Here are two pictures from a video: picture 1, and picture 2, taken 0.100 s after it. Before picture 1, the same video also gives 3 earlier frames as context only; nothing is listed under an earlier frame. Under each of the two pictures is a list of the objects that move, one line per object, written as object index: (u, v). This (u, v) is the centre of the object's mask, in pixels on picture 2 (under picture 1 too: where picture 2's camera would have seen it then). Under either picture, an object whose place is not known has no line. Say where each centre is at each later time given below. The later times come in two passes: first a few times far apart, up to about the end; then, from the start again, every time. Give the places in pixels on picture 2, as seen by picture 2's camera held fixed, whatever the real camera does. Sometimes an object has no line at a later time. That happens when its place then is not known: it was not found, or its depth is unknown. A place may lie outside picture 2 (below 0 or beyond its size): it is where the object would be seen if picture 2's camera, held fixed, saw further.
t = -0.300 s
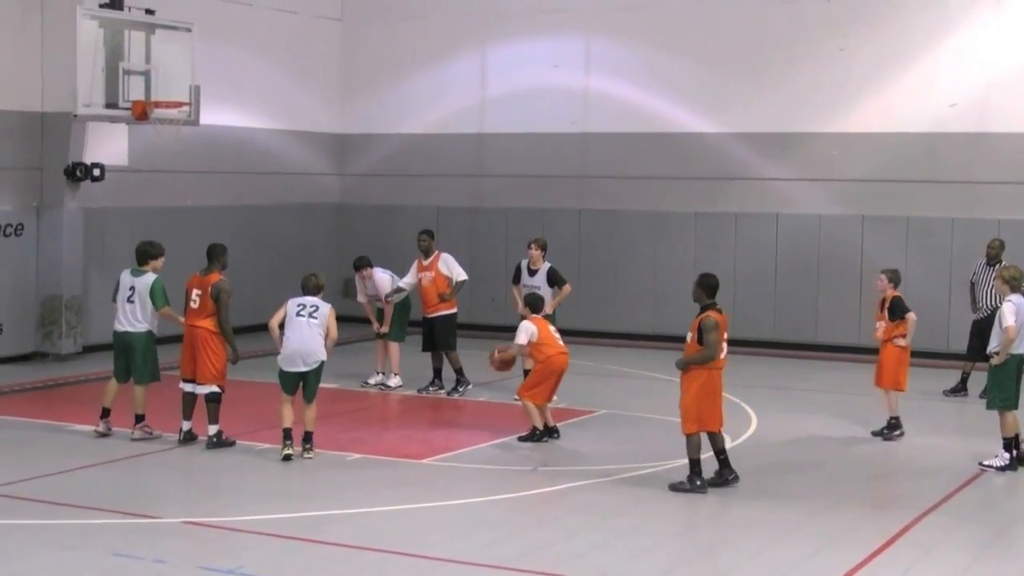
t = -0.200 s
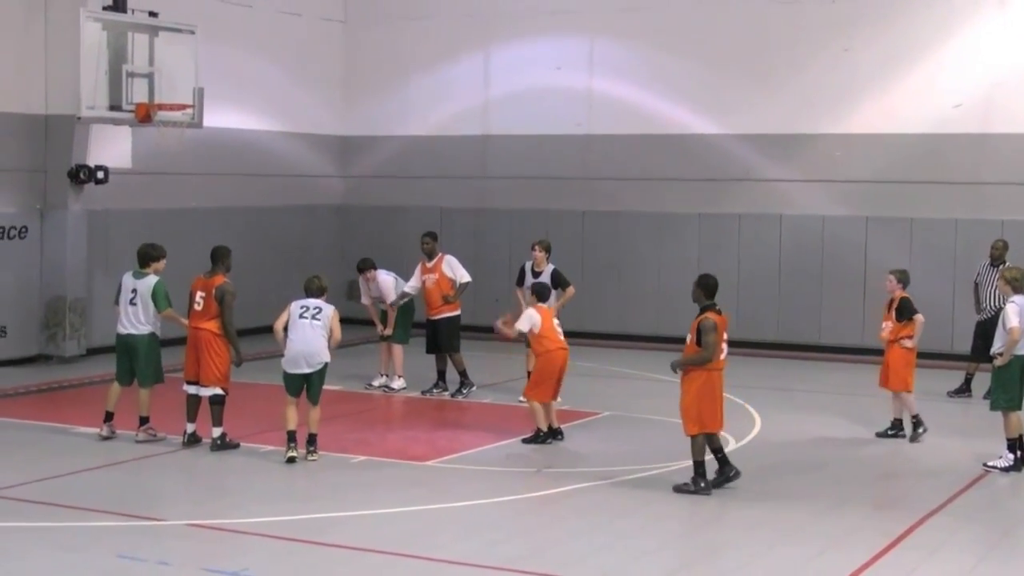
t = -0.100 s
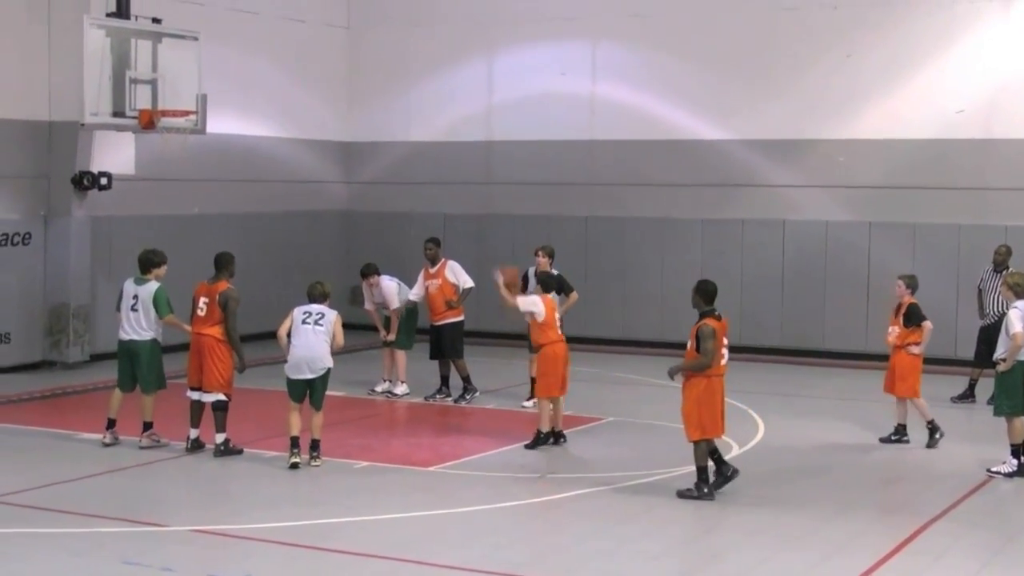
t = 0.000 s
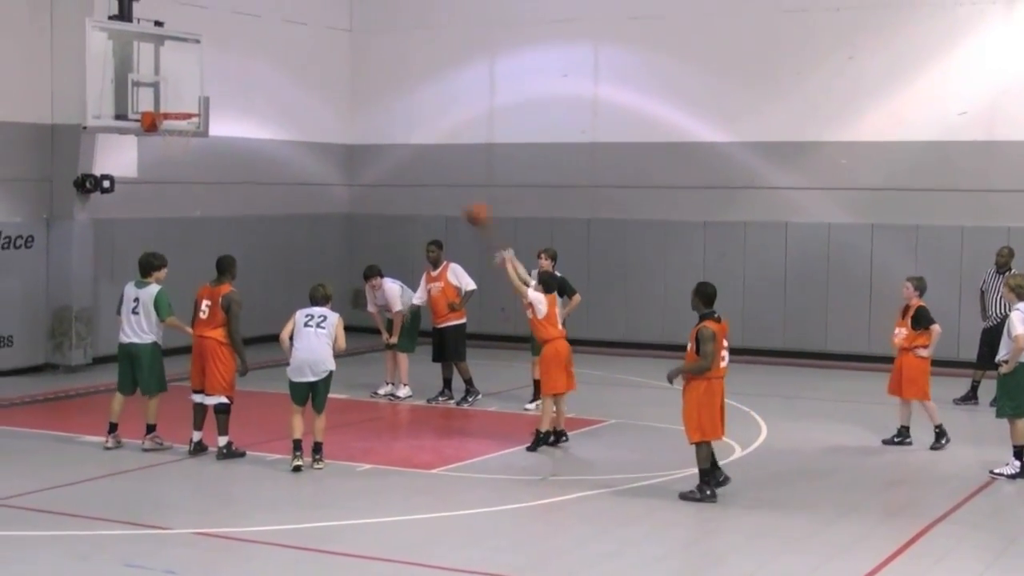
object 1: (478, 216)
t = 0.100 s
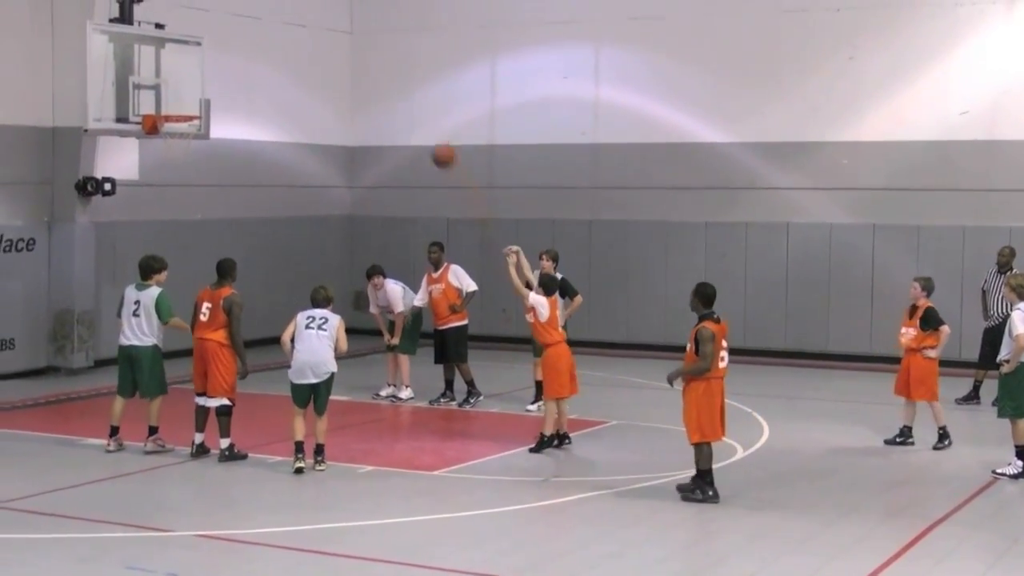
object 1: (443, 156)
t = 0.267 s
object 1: (388, 82)
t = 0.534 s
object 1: (305, 28)
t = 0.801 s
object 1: (229, 44)
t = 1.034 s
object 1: (181, 107)
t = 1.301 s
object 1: (248, 97)
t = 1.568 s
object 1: (311, 145)
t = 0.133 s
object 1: (432, 139)
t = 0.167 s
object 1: (421, 122)
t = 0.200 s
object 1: (410, 107)
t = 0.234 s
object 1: (399, 94)
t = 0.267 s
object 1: (388, 82)
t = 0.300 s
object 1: (377, 72)
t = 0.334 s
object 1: (366, 62)
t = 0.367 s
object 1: (356, 53)
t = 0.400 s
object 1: (346, 46)
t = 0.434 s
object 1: (335, 40)
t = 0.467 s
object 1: (325, 34)
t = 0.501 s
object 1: (314, 31)
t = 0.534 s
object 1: (305, 28)
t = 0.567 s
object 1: (294, 26)
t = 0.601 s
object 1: (285, 26)
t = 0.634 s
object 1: (275, 26)
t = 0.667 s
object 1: (266, 28)
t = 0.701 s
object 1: (256, 30)
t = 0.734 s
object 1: (247, 34)
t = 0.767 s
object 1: (238, 38)
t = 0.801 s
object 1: (229, 44)
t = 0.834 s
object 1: (220, 51)
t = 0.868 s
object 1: (210, 59)
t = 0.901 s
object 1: (202, 67)
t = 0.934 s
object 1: (193, 77)
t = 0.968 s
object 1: (184, 88)
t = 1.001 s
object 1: (175, 99)
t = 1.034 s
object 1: (181, 107)
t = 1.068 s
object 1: (188, 107)
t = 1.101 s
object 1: (198, 103)
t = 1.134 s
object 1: (206, 100)
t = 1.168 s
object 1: (214, 98)
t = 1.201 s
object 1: (223, 96)
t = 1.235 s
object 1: (232, 95)
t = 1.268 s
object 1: (240, 96)
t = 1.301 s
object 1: (248, 97)
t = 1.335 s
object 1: (256, 100)
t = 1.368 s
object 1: (264, 104)
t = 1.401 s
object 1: (272, 108)
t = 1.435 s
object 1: (280, 113)
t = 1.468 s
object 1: (288, 120)
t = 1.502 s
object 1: (295, 127)
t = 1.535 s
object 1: (303, 136)
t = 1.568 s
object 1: (311, 145)
